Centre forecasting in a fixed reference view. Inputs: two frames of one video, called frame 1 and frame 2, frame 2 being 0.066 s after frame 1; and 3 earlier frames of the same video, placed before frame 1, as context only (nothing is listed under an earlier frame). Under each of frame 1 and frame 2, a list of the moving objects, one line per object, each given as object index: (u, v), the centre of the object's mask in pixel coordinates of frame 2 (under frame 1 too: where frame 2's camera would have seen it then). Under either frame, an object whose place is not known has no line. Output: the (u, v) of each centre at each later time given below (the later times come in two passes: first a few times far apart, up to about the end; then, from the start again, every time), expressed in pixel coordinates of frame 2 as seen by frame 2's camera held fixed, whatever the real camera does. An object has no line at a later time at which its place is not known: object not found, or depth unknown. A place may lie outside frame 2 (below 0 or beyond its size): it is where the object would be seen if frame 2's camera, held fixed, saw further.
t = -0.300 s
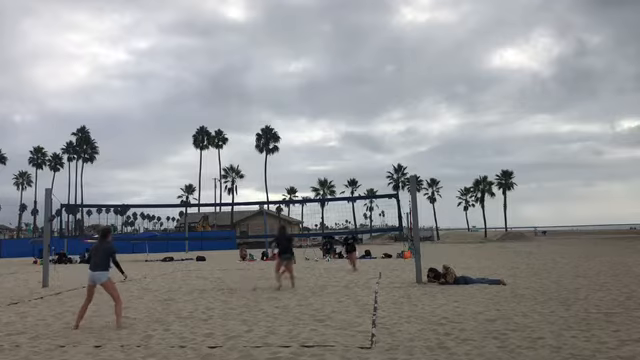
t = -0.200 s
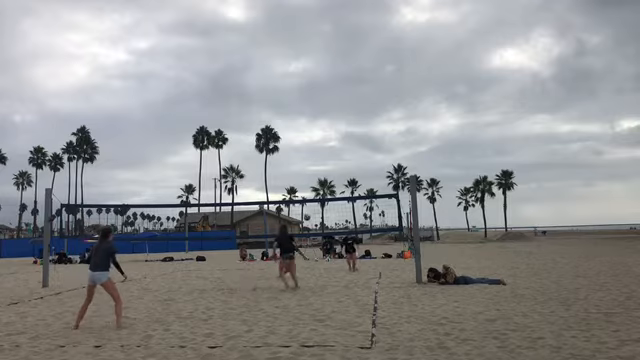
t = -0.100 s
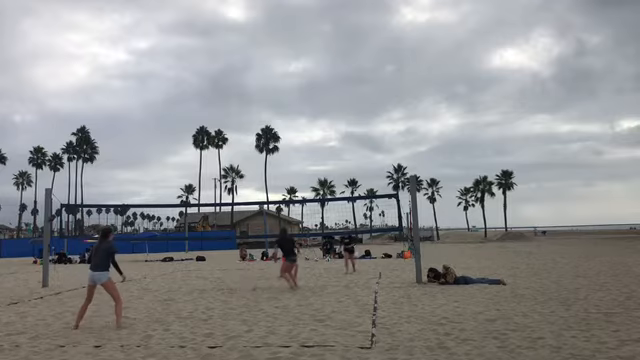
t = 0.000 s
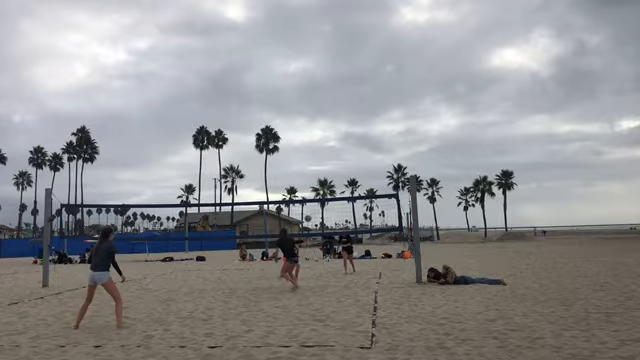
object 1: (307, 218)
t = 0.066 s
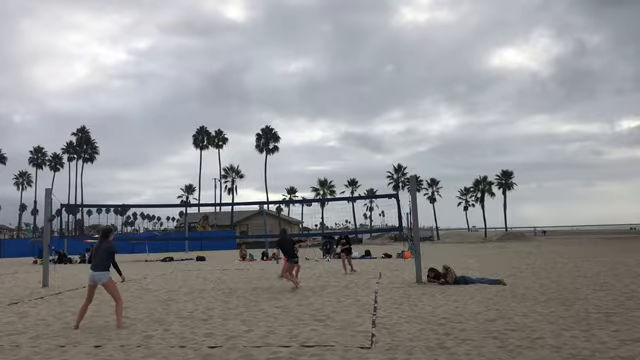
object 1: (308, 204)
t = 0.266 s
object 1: (312, 166)
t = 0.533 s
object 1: (317, 136)
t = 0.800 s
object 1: (324, 129)
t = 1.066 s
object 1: (332, 145)
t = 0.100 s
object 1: (309, 196)
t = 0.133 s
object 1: (310, 189)
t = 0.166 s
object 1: (310, 183)
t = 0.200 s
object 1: (311, 177)
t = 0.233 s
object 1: (311, 171)
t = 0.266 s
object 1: (312, 166)
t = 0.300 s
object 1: (312, 161)
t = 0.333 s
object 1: (313, 156)
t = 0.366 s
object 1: (314, 152)
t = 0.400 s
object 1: (315, 148)
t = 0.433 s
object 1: (315, 144)
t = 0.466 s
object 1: (316, 141)
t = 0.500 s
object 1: (317, 138)
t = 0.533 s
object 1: (317, 136)
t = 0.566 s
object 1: (319, 133)
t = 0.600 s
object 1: (319, 132)
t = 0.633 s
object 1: (320, 130)
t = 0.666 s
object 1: (321, 129)
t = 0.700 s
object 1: (322, 129)
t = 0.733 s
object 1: (322, 128)
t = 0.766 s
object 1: (323, 128)
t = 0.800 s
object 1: (324, 129)
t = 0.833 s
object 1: (325, 129)
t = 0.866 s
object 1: (326, 131)
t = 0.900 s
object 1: (327, 132)
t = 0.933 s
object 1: (328, 134)
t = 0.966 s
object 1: (329, 136)
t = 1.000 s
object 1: (330, 139)
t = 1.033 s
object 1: (331, 142)
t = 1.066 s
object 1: (332, 145)
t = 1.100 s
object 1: (333, 149)
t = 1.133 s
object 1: (334, 153)
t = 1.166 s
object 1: (335, 158)
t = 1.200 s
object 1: (336, 163)
